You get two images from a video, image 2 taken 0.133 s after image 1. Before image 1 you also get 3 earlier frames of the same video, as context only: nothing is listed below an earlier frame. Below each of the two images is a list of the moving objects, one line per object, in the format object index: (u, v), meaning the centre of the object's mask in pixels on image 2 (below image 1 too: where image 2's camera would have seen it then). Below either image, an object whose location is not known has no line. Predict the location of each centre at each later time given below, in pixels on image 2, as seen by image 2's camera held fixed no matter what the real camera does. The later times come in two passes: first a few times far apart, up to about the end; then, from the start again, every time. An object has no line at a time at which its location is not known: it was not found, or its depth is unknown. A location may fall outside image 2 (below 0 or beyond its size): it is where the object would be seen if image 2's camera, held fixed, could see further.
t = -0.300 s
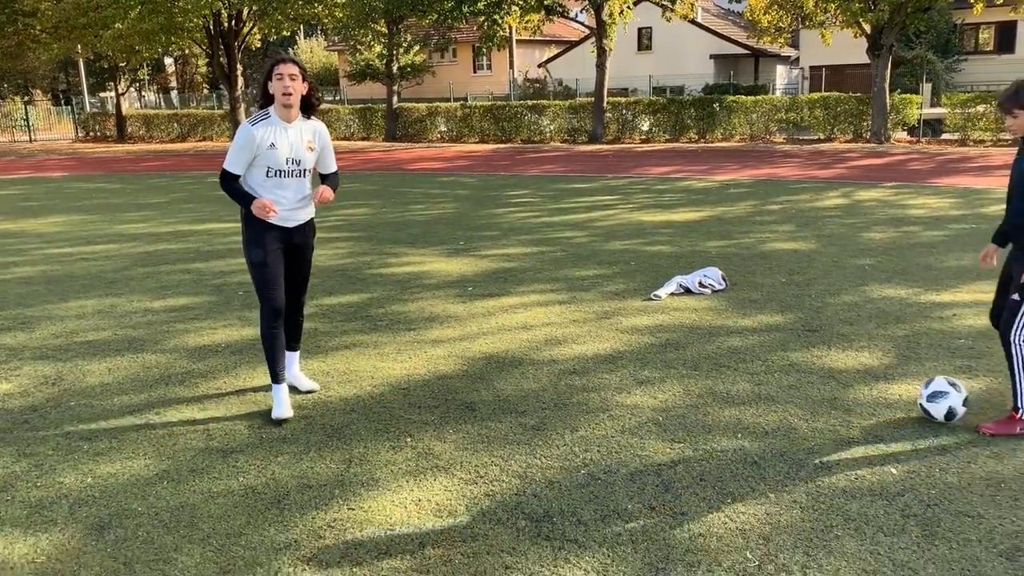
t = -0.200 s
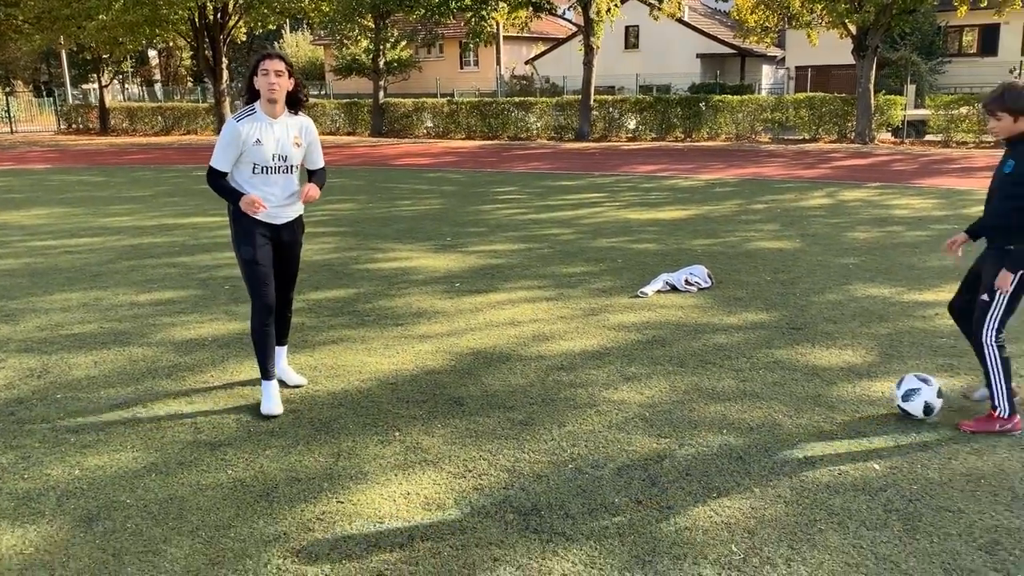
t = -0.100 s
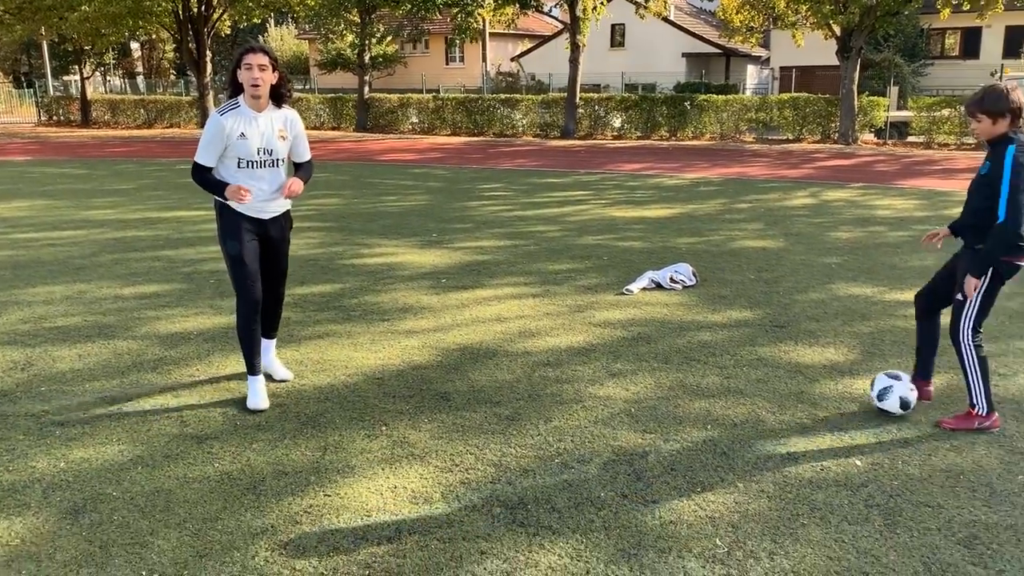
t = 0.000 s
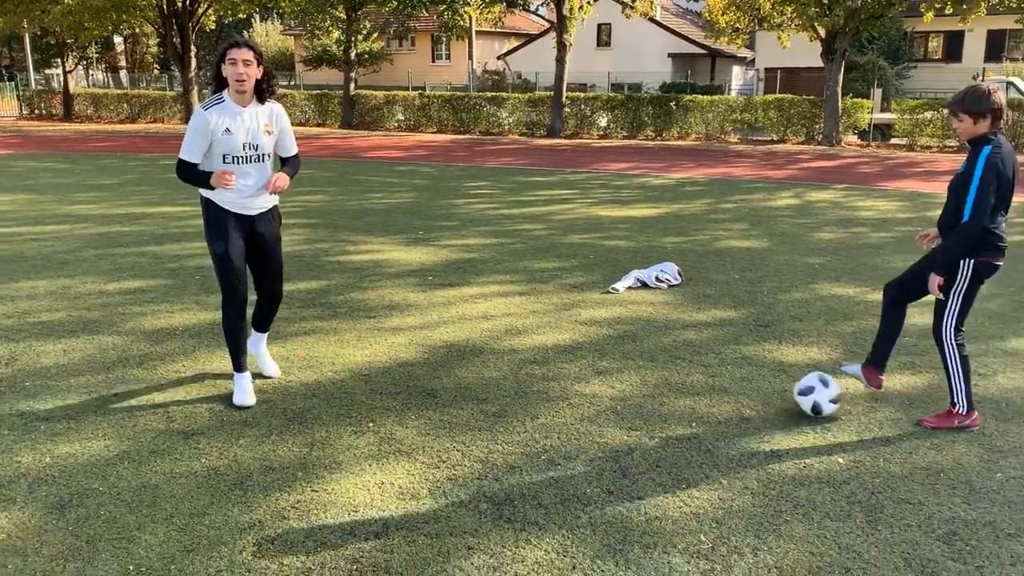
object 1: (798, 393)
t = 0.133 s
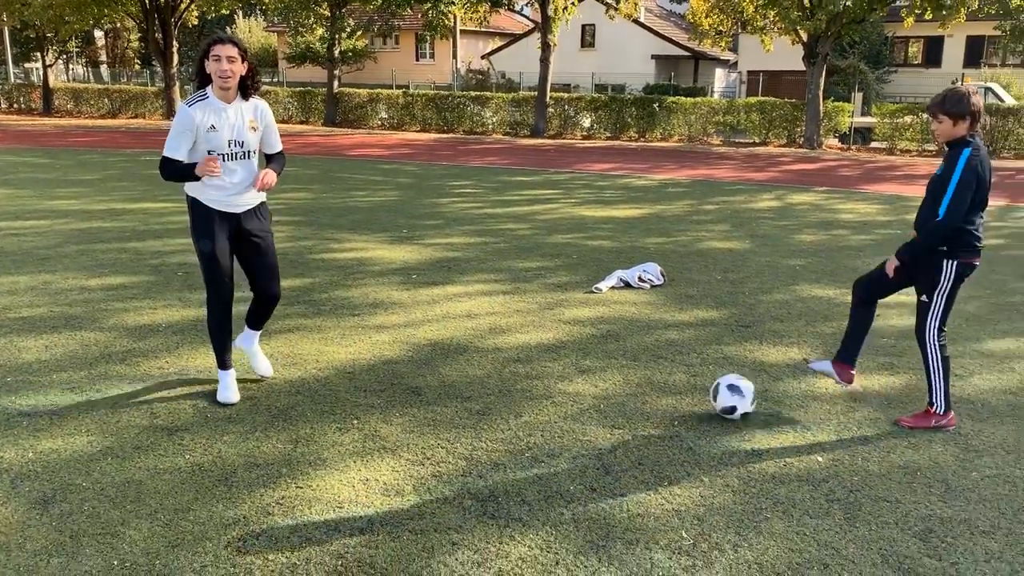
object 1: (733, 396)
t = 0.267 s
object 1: (675, 399)
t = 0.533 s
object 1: (563, 401)
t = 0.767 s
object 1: (465, 404)
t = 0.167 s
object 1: (719, 396)
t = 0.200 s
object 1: (705, 397)
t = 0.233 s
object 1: (690, 398)
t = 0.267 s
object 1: (675, 399)
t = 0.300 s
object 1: (662, 399)
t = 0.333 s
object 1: (647, 399)
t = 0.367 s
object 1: (633, 399)
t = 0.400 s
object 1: (619, 400)
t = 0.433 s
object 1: (605, 400)
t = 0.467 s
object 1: (591, 401)
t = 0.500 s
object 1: (577, 401)
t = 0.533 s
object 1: (563, 401)
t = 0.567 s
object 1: (549, 402)
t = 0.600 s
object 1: (535, 402)
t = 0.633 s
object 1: (521, 402)
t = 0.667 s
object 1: (507, 404)
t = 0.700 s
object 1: (493, 405)
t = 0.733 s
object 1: (479, 404)
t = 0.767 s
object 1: (465, 404)
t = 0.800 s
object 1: (452, 406)
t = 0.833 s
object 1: (438, 406)
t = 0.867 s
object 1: (424, 407)
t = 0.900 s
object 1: (411, 406)
